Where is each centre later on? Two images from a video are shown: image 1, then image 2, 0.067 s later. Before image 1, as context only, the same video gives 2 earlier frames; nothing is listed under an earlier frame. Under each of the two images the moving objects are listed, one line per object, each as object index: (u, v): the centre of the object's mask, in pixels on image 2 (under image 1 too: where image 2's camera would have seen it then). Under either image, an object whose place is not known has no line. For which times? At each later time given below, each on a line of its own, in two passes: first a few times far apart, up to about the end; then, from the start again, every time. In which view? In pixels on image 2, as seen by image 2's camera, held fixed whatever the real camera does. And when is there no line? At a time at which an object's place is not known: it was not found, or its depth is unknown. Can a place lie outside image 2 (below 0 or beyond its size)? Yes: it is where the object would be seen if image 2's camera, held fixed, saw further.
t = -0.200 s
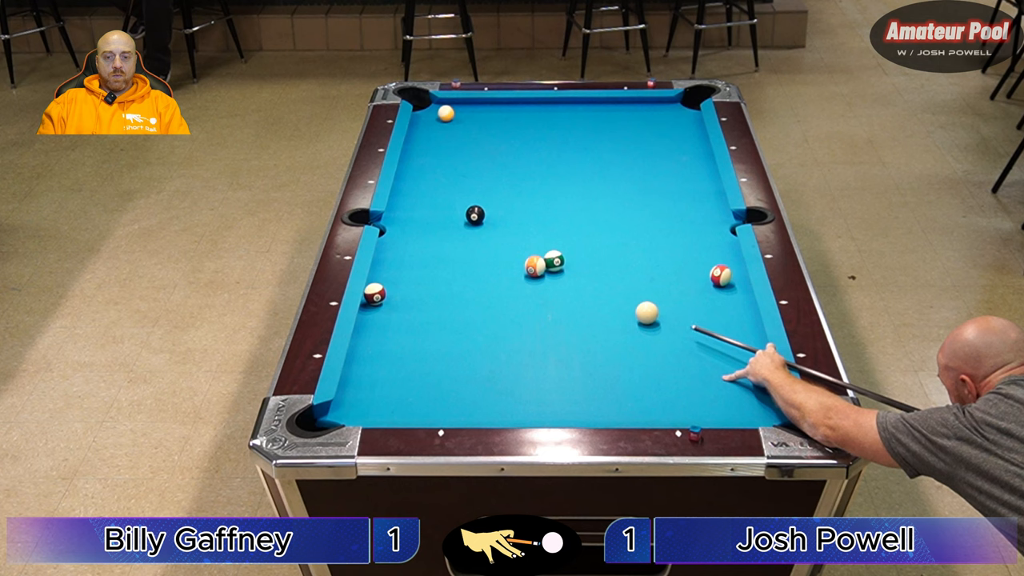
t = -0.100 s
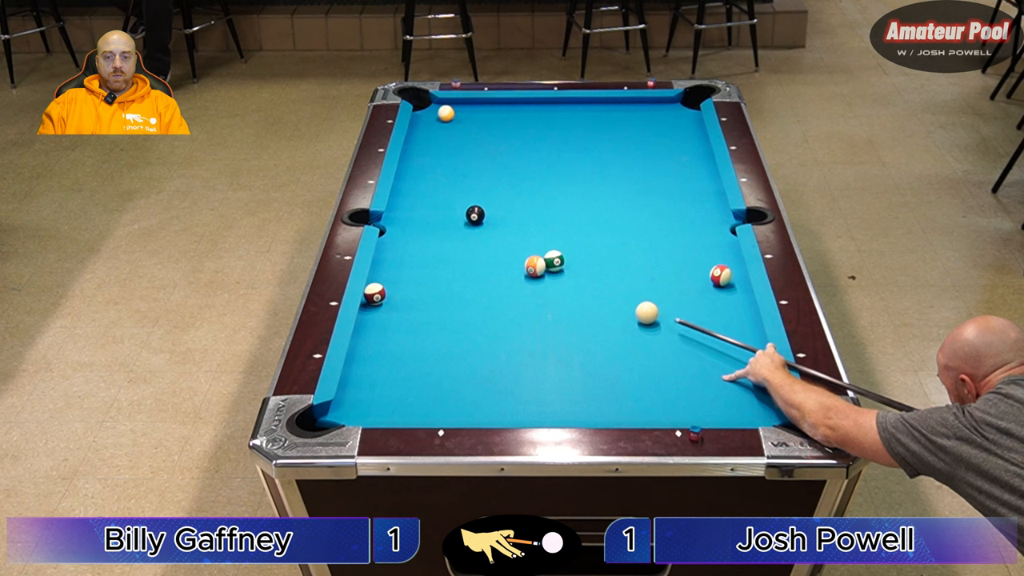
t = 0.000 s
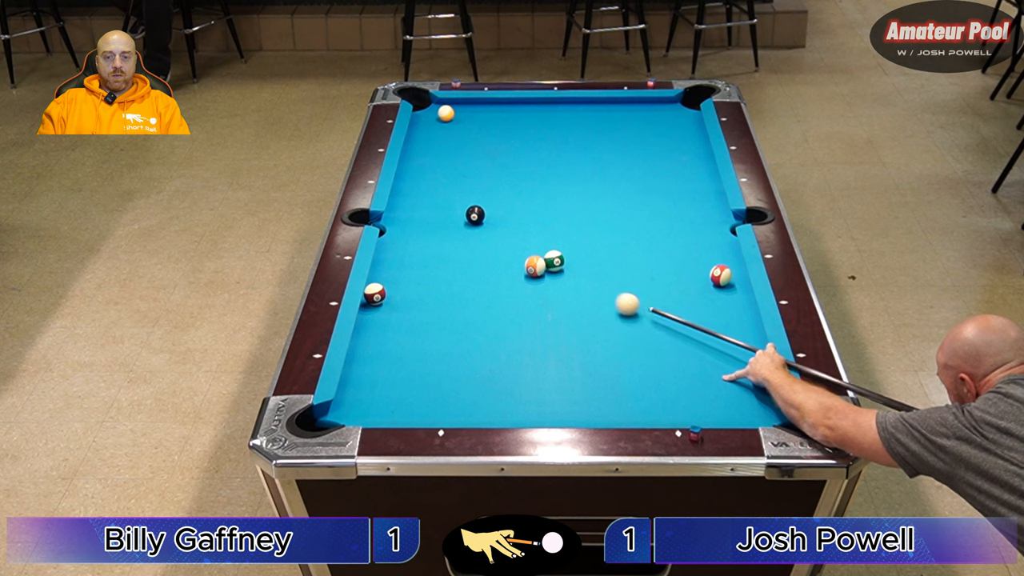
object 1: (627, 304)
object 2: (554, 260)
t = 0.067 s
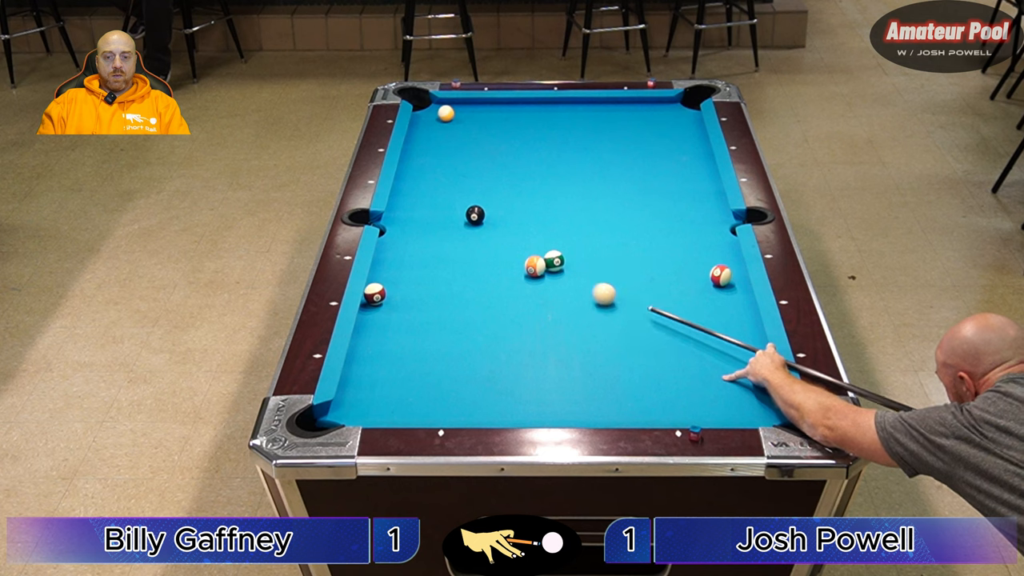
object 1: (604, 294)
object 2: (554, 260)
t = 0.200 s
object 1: (561, 275)
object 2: (553, 259)
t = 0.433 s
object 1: (549, 266)
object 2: (554, 253)
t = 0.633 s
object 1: (542, 261)
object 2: (554, 250)
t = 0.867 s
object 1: (535, 255)
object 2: (553, 248)
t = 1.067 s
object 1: (530, 251)
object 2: (552, 245)
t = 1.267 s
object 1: (525, 247)
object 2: (553, 243)
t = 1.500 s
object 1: (521, 244)
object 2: (554, 242)
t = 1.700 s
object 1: (517, 242)
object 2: (554, 241)
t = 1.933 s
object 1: (515, 239)
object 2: (554, 241)
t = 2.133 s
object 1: (513, 238)
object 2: (554, 241)
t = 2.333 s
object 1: (512, 237)
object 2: (554, 241)
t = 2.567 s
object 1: (512, 237)
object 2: (554, 241)
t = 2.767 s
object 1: (512, 237)
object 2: (554, 241)
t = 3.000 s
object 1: (512, 237)
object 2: (554, 241)
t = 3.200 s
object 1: (512, 237)
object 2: (554, 241)
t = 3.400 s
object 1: (512, 237)
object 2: (554, 241)
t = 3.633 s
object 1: (512, 237)
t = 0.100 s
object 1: (593, 289)
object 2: (554, 260)
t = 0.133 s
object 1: (582, 284)
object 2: (554, 260)
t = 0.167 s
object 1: (571, 279)
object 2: (554, 260)
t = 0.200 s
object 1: (561, 275)
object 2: (553, 259)
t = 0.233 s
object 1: (553, 271)
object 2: (554, 256)
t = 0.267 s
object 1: (554, 271)
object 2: (553, 256)
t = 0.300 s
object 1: (554, 270)
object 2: (553, 255)
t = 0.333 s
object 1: (553, 269)
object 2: (553, 254)
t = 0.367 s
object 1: (551, 268)
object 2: (554, 254)
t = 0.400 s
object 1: (550, 267)
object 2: (554, 253)
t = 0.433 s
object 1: (549, 266)
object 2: (554, 253)
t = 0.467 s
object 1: (548, 265)
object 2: (555, 252)
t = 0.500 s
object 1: (546, 264)
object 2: (555, 252)
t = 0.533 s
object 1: (545, 263)
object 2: (555, 251)
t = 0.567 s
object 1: (544, 263)
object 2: (555, 251)
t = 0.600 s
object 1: (543, 262)
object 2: (554, 250)
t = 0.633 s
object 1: (542, 261)
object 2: (554, 250)
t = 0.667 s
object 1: (541, 260)
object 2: (554, 250)
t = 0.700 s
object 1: (540, 259)
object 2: (554, 250)
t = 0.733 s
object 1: (539, 258)
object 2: (554, 249)
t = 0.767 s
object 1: (538, 257)
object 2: (553, 249)
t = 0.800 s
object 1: (537, 257)
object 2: (553, 248)
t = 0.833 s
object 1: (536, 256)
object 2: (553, 248)
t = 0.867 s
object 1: (535, 255)
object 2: (553, 248)
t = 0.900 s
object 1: (534, 254)
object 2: (552, 247)
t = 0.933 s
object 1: (533, 254)
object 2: (552, 247)
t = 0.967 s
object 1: (532, 253)
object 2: (552, 246)
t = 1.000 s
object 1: (532, 252)
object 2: (552, 246)
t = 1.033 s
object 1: (531, 252)
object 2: (552, 246)
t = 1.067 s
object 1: (530, 251)
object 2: (552, 245)
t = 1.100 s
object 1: (529, 250)
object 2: (552, 245)
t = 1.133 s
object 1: (528, 250)
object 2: (552, 245)
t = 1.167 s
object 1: (527, 249)
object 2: (552, 244)
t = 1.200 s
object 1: (527, 249)
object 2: (552, 244)
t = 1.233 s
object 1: (526, 248)
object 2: (552, 244)
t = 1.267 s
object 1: (525, 247)
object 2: (553, 243)
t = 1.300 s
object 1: (524, 247)
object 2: (553, 243)
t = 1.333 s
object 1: (524, 246)
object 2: (553, 243)
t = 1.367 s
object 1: (523, 246)
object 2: (553, 242)
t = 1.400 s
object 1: (522, 246)
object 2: (553, 242)
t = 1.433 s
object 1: (522, 245)
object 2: (553, 242)
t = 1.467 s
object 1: (521, 244)
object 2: (553, 242)
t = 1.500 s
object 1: (521, 244)
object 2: (554, 242)
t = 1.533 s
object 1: (520, 244)
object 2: (554, 242)
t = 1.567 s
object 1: (519, 243)
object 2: (554, 241)
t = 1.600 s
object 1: (519, 243)
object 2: (554, 241)
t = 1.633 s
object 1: (518, 242)
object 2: (554, 241)
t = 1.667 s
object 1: (518, 242)
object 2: (554, 241)
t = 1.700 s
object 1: (517, 242)
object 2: (554, 241)
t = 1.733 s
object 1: (517, 241)
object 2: (554, 241)
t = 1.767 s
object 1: (516, 241)
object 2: (554, 241)
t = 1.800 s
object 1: (516, 241)
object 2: (554, 241)
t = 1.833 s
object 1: (516, 240)
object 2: (554, 241)
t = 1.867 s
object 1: (515, 240)
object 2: (554, 241)
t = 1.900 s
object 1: (515, 240)
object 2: (554, 241)
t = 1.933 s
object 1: (515, 239)
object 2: (554, 241)
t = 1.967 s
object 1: (514, 239)
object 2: (554, 241)
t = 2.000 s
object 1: (514, 239)
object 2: (554, 241)
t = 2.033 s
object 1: (514, 239)
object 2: (554, 241)
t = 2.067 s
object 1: (513, 238)
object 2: (554, 241)
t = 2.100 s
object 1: (513, 238)
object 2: (554, 241)
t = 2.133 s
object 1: (513, 238)
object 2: (554, 241)
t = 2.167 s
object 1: (513, 238)
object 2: (554, 241)
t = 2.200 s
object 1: (513, 238)
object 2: (554, 241)
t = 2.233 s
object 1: (512, 238)
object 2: (554, 241)
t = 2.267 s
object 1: (512, 237)
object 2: (554, 241)
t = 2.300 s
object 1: (512, 237)
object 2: (554, 241)
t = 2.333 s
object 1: (512, 237)
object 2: (554, 241)
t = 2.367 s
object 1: (512, 237)
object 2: (554, 241)
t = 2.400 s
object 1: (512, 237)
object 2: (554, 241)
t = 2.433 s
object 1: (512, 237)
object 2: (554, 241)
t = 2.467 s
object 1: (512, 237)
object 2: (554, 241)
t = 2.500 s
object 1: (512, 237)
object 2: (554, 241)
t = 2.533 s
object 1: (512, 237)
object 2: (554, 241)
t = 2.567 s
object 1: (512, 237)
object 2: (554, 241)
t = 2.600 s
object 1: (512, 237)
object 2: (554, 241)
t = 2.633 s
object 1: (512, 237)
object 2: (554, 241)
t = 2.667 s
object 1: (512, 237)
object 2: (554, 241)
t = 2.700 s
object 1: (512, 237)
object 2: (554, 241)
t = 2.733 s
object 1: (512, 237)
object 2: (554, 241)
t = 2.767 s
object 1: (512, 237)
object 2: (554, 241)
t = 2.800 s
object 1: (512, 237)
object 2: (554, 241)
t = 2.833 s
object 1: (512, 237)
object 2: (554, 241)
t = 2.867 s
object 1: (513, 237)
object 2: (554, 241)
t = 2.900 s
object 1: (512, 237)
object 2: (554, 241)
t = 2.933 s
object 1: (512, 237)
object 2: (554, 241)
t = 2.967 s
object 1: (512, 237)
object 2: (554, 241)
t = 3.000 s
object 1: (512, 237)
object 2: (554, 241)
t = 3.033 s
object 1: (512, 237)
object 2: (554, 241)
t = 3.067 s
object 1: (512, 237)
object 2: (554, 241)
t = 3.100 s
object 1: (512, 237)
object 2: (554, 241)
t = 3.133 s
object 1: (512, 237)
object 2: (554, 241)
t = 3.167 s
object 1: (512, 237)
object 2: (554, 241)
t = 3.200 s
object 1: (512, 237)
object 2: (554, 241)
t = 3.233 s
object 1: (512, 237)
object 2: (554, 241)
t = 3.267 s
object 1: (512, 237)
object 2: (554, 241)
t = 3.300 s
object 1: (512, 237)
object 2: (554, 241)
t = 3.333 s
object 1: (512, 237)
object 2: (554, 241)
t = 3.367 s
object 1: (512, 237)
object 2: (554, 241)
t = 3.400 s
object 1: (512, 237)
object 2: (554, 241)
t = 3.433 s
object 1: (512, 237)
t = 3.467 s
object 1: (512, 237)
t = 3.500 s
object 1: (512, 237)
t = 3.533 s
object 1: (512, 237)
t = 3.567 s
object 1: (512, 237)
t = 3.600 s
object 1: (512, 237)
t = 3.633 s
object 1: (512, 237)
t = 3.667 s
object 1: (512, 237)
